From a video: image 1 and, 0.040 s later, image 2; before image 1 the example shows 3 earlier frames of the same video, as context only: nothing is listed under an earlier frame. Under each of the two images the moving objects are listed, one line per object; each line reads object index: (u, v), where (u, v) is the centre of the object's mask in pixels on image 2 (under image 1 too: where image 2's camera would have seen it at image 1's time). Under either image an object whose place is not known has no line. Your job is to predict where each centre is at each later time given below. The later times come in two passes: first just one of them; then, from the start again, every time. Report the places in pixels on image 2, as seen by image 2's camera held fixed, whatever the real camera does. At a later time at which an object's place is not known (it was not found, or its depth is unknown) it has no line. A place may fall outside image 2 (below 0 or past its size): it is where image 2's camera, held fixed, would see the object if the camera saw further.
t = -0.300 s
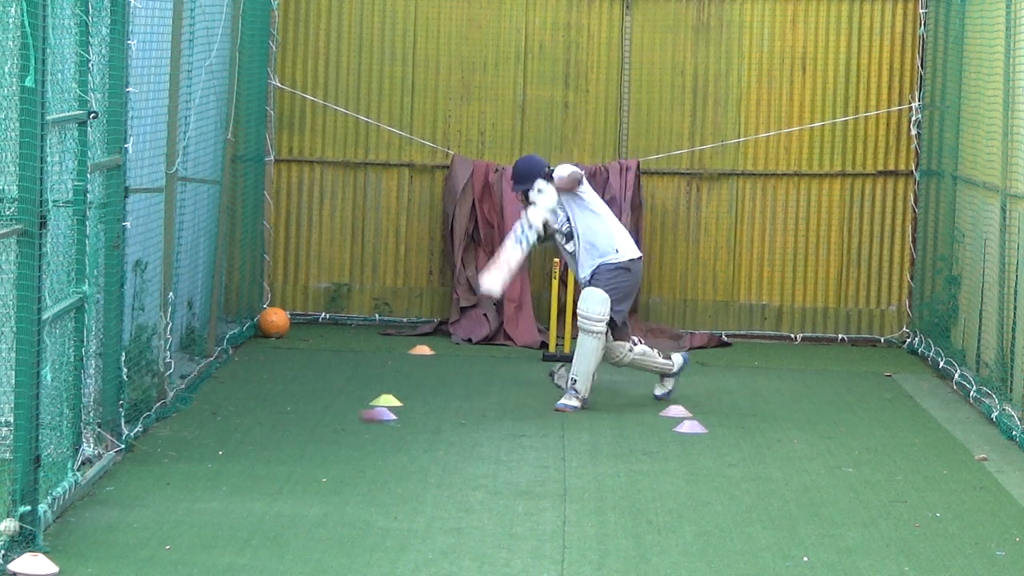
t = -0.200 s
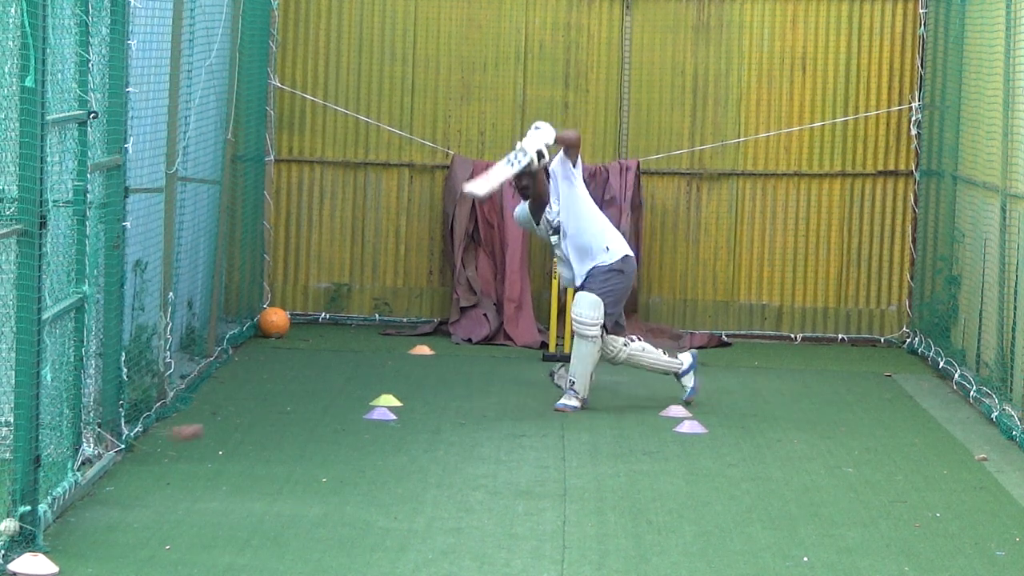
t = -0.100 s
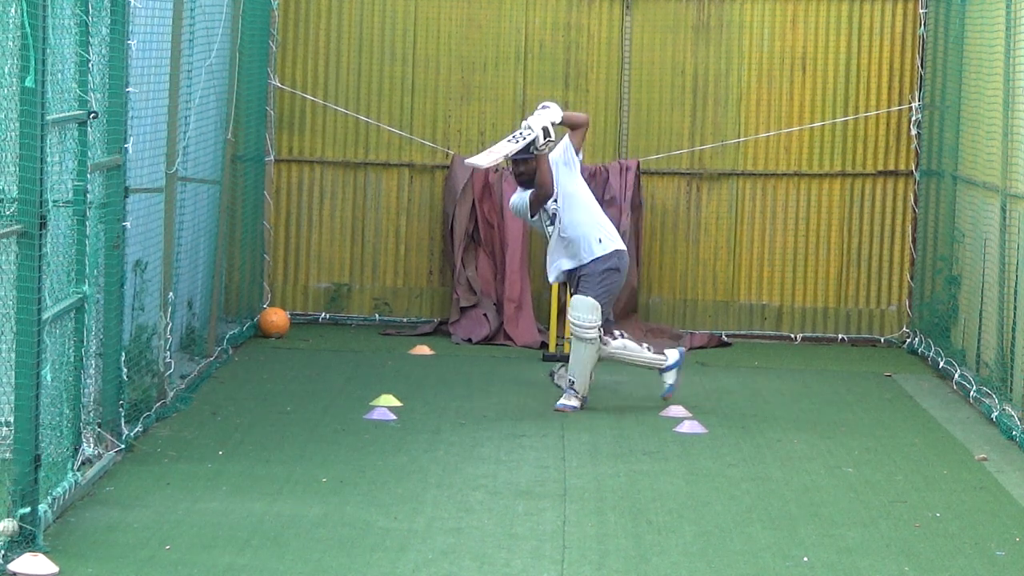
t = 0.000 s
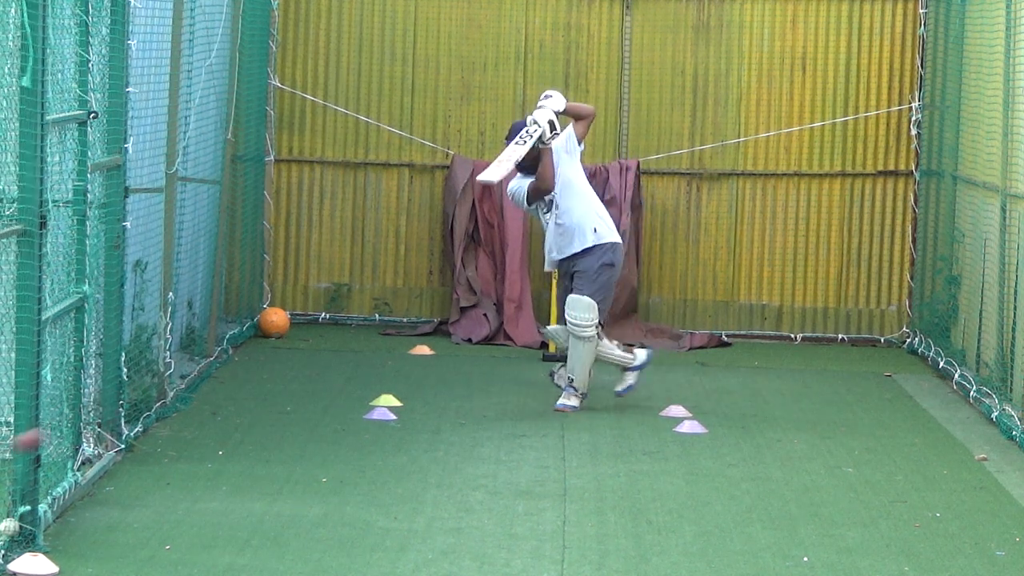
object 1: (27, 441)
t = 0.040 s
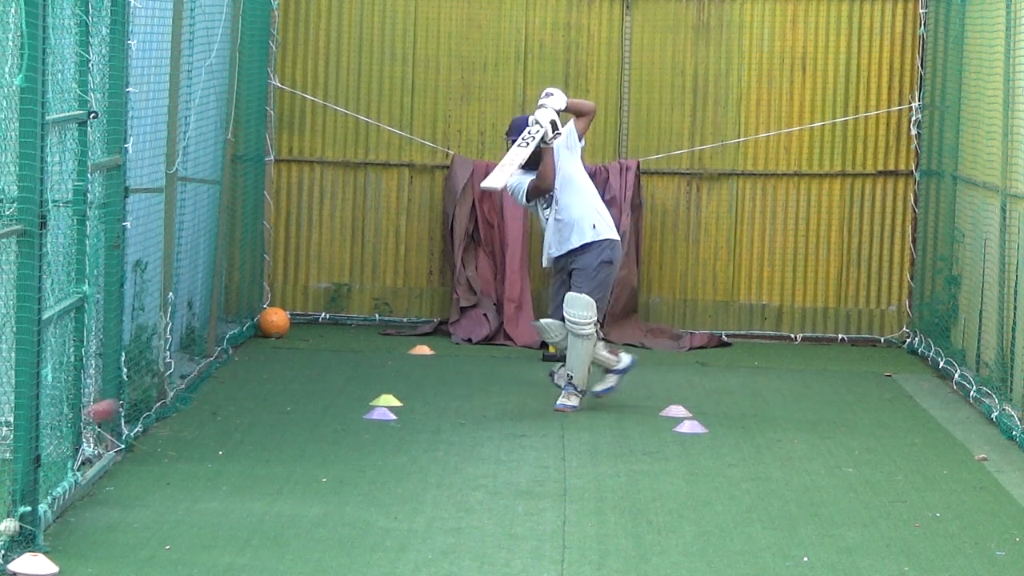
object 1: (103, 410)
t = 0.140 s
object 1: (268, 360)
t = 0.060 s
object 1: (138, 398)
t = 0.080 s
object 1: (169, 387)
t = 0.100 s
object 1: (205, 377)
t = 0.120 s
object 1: (237, 368)
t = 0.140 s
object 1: (268, 360)
